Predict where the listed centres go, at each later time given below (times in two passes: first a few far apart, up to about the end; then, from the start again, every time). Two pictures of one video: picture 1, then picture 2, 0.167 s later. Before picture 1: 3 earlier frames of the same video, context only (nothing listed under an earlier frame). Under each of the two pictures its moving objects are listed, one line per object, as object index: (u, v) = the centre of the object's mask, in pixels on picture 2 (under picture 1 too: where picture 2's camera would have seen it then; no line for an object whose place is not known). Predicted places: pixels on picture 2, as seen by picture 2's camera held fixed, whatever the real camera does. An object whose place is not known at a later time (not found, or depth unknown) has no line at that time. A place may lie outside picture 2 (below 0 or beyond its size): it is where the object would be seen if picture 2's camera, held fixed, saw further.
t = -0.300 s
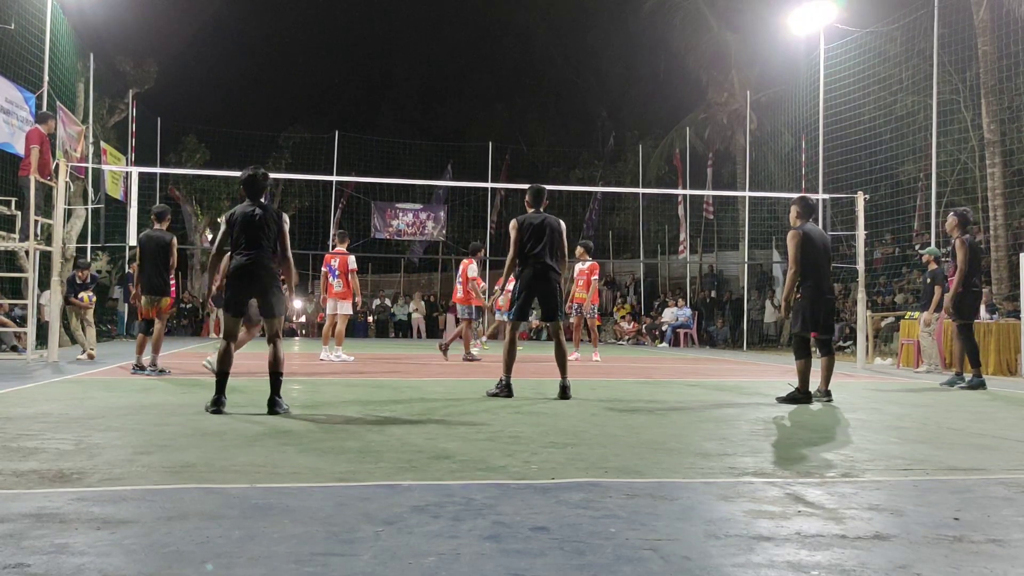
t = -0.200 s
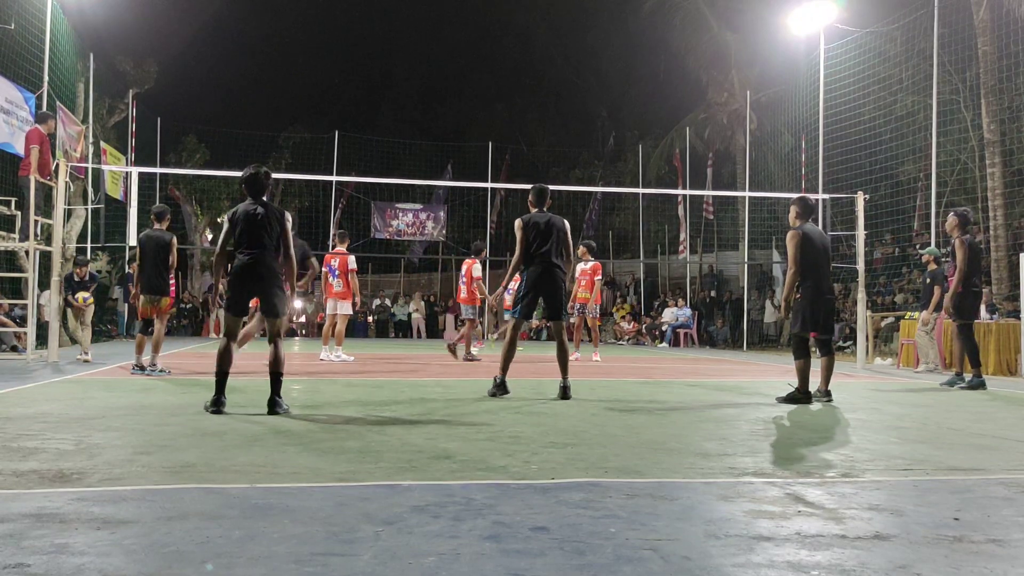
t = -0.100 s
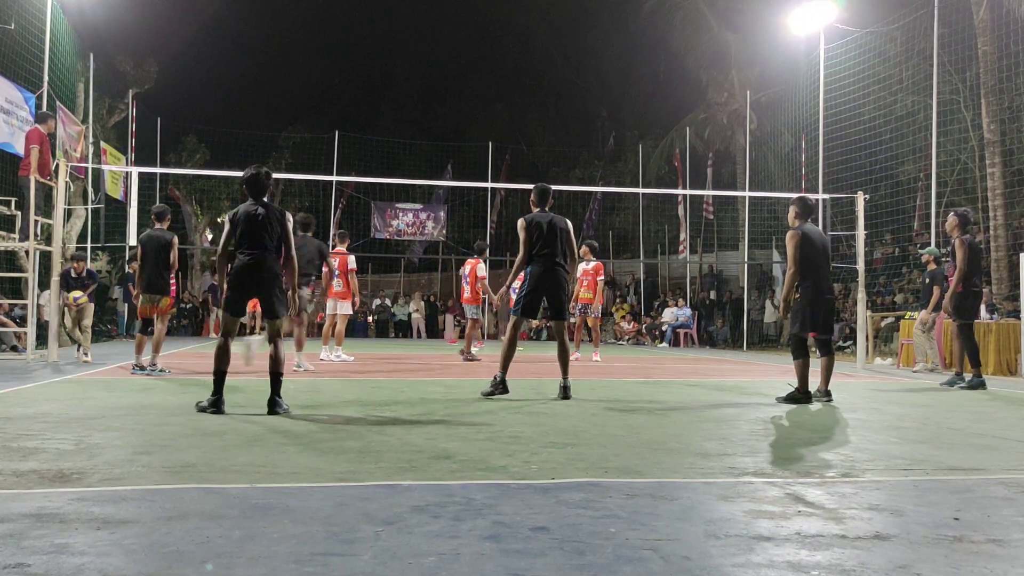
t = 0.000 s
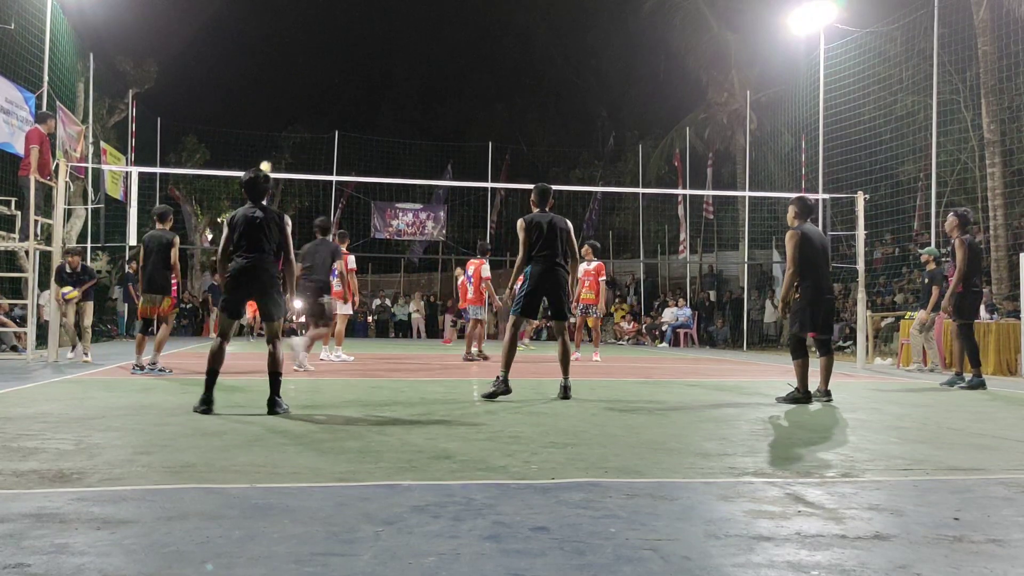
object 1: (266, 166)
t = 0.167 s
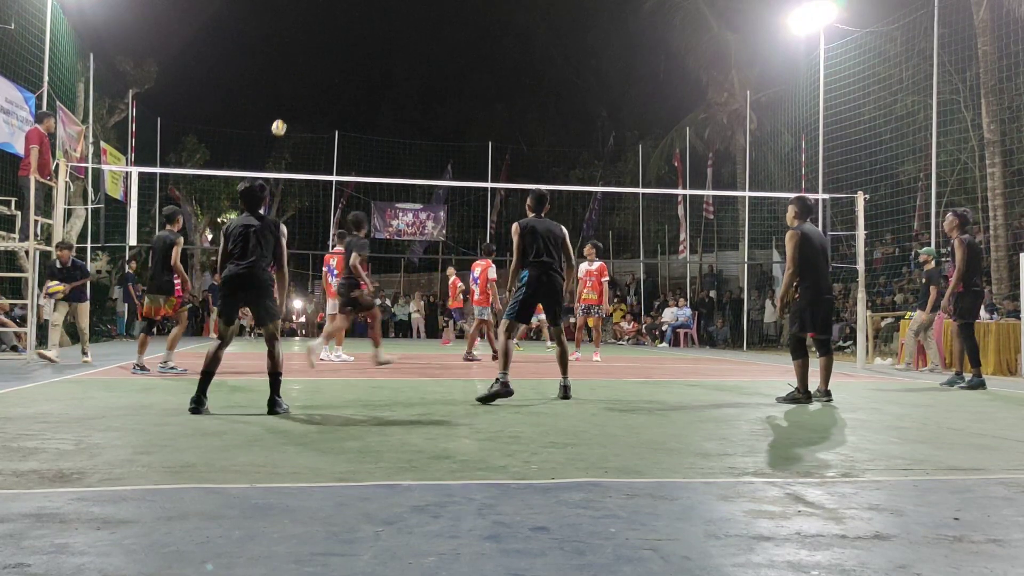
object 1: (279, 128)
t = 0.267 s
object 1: (287, 106)
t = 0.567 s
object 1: (316, 73)
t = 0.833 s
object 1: (358, 99)
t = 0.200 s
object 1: (282, 120)
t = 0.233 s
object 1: (284, 113)
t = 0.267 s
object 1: (287, 106)
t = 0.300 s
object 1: (290, 100)
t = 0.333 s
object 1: (293, 95)
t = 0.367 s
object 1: (296, 89)
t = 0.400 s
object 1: (298, 85)
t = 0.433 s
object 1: (301, 81)
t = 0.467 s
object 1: (305, 78)
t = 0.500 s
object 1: (308, 76)
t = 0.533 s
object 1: (312, 74)
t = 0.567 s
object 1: (316, 73)
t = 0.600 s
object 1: (320, 73)
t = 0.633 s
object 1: (325, 74)
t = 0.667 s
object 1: (330, 75)
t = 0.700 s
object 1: (335, 77)
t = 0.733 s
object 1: (341, 81)
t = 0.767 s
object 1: (346, 85)
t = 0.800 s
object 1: (351, 91)
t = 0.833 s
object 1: (358, 99)
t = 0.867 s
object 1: (364, 109)
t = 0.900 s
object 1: (371, 120)
